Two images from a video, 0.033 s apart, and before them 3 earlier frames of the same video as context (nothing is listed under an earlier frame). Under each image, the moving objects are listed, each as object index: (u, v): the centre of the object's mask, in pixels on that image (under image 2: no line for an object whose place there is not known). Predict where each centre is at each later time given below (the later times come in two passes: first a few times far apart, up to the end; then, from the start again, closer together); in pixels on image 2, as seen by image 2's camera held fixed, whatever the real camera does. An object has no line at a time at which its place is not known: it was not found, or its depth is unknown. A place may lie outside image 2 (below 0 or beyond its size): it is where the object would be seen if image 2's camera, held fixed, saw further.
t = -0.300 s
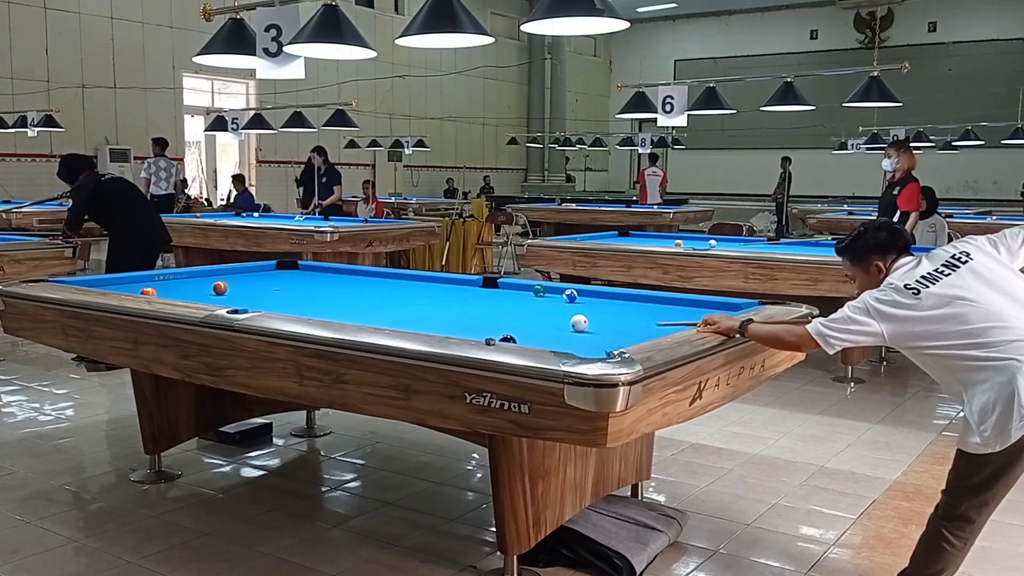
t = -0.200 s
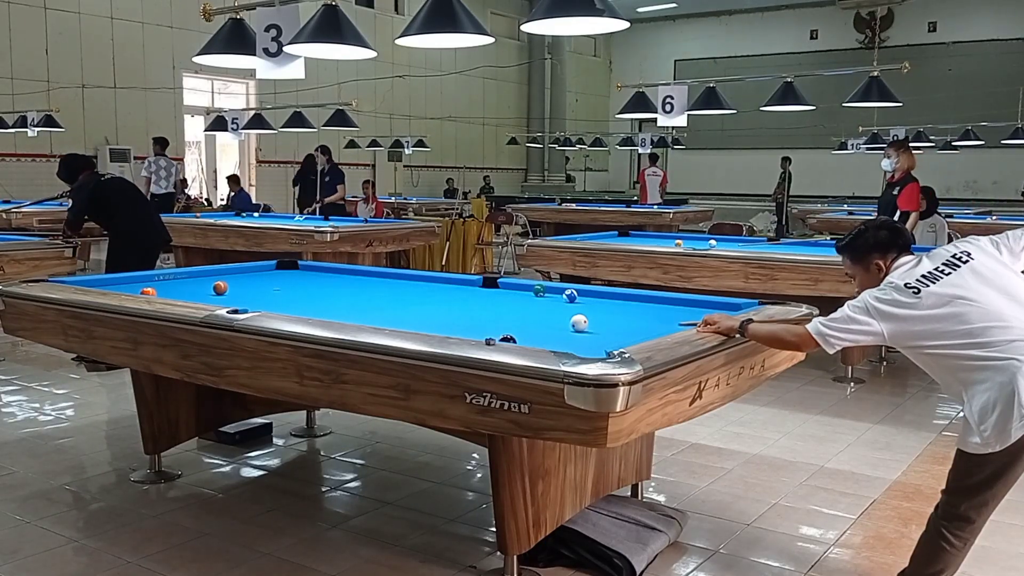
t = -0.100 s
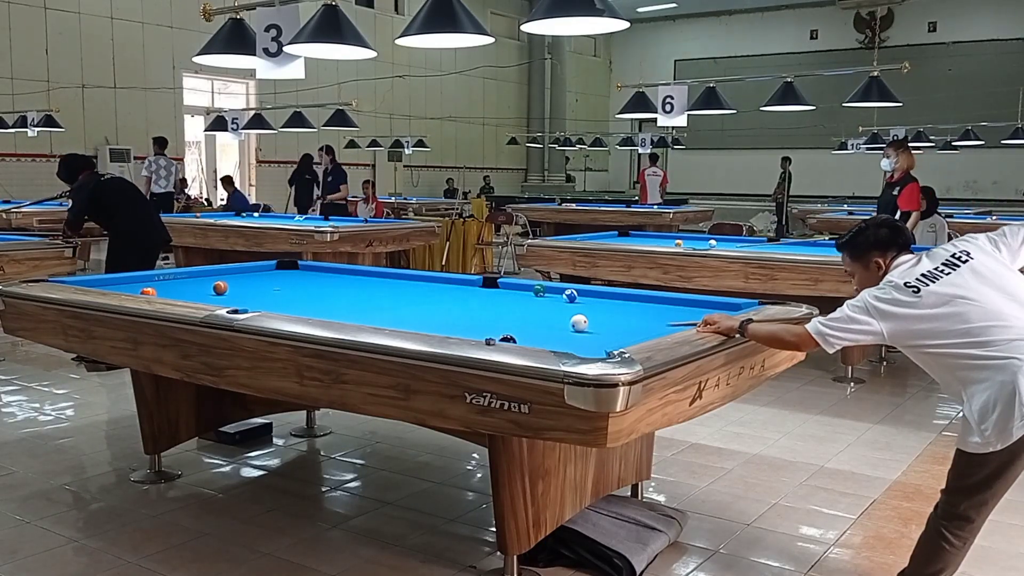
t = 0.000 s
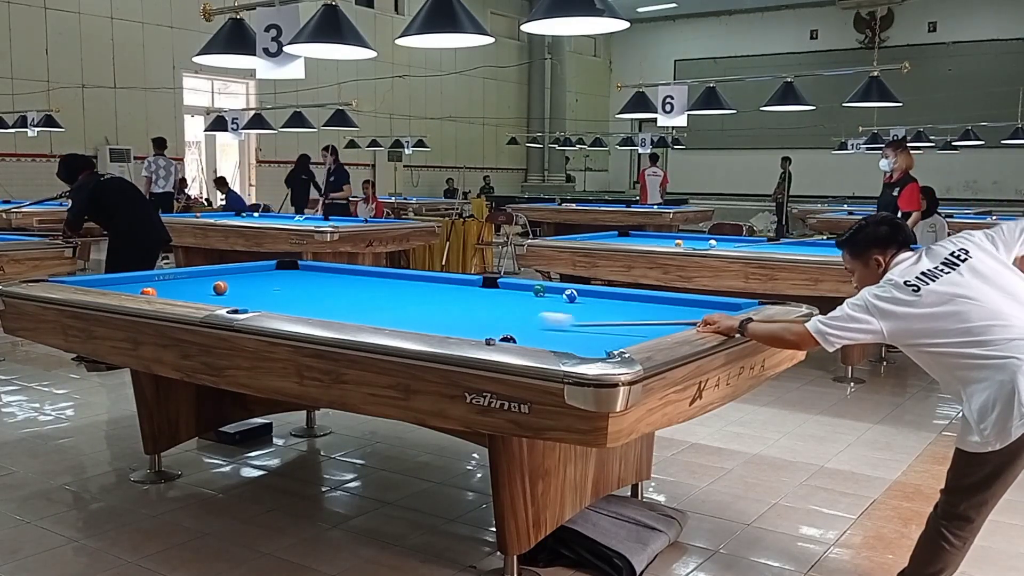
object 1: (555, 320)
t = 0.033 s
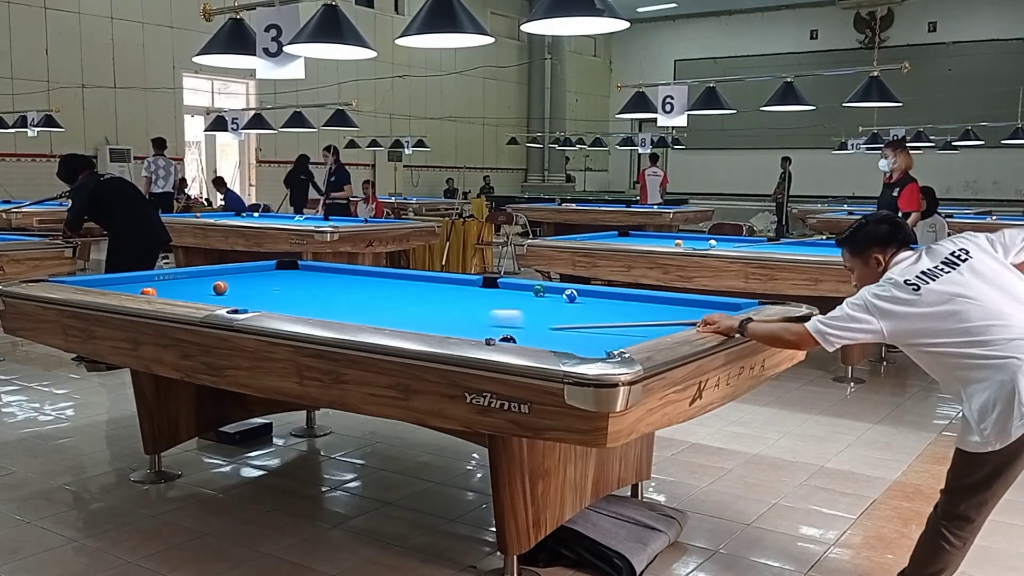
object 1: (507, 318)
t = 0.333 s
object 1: (153, 293)
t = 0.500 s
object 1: (176, 293)
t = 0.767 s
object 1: (218, 289)
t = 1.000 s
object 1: (240, 289)
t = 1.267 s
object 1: (264, 289)
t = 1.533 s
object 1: (286, 289)
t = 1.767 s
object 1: (304, 288)
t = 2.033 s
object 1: (323, 288)
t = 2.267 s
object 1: (339, 288)
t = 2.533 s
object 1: (355, 288)
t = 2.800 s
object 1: (370, 287)
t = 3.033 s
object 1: (382, 287)
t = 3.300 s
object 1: (395, 287)
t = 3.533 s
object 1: (404, 287)
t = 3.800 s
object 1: (414, 286)
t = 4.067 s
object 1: (421, 286)
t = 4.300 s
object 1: (428, 286)
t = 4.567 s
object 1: (433, 286)
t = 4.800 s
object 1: (437, 286)
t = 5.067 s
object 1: (440, 286)
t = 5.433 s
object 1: (445, 285)
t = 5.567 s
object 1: (443, 286)
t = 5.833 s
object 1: (443, 286)
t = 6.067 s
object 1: (443, 286)
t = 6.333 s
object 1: (443, 286)
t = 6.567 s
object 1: (443, 286)
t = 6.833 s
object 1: (443, 286)
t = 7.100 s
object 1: (443, 286)
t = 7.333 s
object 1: (443, 286)
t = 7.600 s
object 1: (443, 286)
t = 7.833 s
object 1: (443, 286)
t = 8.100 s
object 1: (443, 286)
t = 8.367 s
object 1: (443, 286)
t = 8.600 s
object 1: (443, 286)
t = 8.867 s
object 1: (443, 286)
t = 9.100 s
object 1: (443, 286)
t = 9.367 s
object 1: (442, 286)
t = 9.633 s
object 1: (442, 286)
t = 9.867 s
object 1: (442, 286)
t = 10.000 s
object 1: (442, 286)
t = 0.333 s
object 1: (153, 293)
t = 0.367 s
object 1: (152, 293)
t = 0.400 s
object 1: (159, 293)
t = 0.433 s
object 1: (165, 293)
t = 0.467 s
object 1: (171, 293)
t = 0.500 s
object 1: (176, 293)
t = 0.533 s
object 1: (182, 293)
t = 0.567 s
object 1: (188, 292)
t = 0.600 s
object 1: (193, 292)
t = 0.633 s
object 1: (199, 291)
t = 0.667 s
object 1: (204, 291)
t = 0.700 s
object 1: (209, 290)
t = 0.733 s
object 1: (215, 290)
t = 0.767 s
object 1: (218, 289)
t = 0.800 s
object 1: (221, 290)
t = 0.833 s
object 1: (224, 290)
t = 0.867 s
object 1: (227, 290)
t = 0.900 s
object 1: (230, 289)
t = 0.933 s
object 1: (233, 289)
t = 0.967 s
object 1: (237, 289)
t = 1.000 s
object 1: (240, 289)
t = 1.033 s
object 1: (243, 289)
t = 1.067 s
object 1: (246, 289)
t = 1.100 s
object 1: (249, 289)
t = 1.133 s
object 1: (252, 289)
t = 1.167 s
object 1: (255, 289)
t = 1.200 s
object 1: (258, 289)
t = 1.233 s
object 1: (261, 289)
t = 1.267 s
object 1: (264, 289)
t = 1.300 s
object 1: (267, 289)
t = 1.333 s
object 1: (270, 289)
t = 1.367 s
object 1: (272, 289)
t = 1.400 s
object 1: (275, 289)
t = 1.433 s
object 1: (278, 289)
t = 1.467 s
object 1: (281, 289)
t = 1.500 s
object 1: (283, 289)
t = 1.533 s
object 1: (286, 289)
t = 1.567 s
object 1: (289, 289)
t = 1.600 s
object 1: (291, 288)
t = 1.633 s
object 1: (294, 289)
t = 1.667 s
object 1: (297, 289)
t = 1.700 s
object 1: (299, 288)
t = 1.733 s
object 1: (302, 289)
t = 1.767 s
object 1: (304, 288)
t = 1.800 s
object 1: (307, 288)
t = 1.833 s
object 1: (309, 288)
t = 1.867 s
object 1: (311, 288)
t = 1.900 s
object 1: (314, 288)
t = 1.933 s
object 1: (317, 288)
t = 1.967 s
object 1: (319, 288)
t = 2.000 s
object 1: (321, 288)
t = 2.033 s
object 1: (323, 288)
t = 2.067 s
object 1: (326, 288)
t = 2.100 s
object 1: (328, 288)
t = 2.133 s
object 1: (330, 288)
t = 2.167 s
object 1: (333, 288)
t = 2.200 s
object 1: (335, 288)
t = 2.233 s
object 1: (337, 288)
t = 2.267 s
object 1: (339, 288)
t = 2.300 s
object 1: (341, 288)
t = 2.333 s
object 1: (343, 288)
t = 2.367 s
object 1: (345, 288)
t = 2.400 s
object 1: (347, 288)
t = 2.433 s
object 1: (349, 288)
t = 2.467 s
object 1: (351, 288)
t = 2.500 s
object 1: (353, 288)
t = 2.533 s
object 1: (355, 288)
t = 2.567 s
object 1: (357, 287)
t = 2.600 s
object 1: (359, 287)
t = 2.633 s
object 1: (361, 287)
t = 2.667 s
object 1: (363, 287)
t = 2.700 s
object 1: (365, 287)
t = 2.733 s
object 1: (367, 287)
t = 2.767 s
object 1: (369, 287)
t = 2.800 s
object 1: (370, 287)
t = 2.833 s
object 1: (372, 287)
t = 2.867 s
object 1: (374, 287)
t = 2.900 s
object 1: (376, 287)
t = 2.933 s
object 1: (377, 287)
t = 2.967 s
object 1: (379, 287)
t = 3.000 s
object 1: (381, 287)
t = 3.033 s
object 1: (382, 287)
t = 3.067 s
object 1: (384, 287)
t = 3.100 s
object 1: (386, 287)
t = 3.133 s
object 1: (387, 287)
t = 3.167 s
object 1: (389, 287)
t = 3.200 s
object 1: (390, 287)
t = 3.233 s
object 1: (392, 287)
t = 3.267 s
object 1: (393, 287)
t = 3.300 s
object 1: (395, 287)
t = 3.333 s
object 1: (396, 287)
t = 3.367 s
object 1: (397, 287)
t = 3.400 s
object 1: (399, 287)
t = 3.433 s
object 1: (400, 287)
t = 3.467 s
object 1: (401, 287)
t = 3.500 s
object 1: (403, 287)
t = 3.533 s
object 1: (404, 287)
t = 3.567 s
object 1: (405, 287)
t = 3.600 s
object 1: (406, 287)
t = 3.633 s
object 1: (408, 287)
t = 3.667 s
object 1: (409, 287)
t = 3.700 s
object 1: (410, 287)
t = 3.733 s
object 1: (411, 287)
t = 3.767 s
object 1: (412, 286)
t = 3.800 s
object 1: (414, 286)
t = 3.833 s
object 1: (415, 287)
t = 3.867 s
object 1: (416, 286)
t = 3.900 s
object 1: (417, 286)
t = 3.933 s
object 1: (418, 286)
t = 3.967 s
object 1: (419, 286)
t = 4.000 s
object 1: (420, 286)
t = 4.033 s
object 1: (421, 286)
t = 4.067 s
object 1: (421, 286)
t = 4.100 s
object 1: (422, 286)
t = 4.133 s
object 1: (423, 286)
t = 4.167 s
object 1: (424, 286)
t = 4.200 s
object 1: (425, 286)
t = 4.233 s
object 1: (426, 286)
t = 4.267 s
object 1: (427, 286)
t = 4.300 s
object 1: (428, 286)
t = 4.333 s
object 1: (428, 286)
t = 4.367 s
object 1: (429, 286)
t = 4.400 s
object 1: (430, 286)
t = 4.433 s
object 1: (431, 286)
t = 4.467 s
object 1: (431, 286)
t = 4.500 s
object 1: (432, 286)
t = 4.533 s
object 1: (433, 286)
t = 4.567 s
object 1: (433, 286)
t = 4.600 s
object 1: (434, 286)
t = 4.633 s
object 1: (435, 286)
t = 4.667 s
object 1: (435, 286)
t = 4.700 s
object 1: (436, 286)
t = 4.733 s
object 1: (436, 286)
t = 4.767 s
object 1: (437, 286)
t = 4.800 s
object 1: (437, 286)
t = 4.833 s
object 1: (438, 286)
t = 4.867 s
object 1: (438, 286)
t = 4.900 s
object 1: (439, 286)
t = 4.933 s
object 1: (439, 286)
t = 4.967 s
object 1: (435, 285)
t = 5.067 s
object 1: (440, 286)
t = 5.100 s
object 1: (441, 286)
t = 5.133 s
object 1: (437, 285)
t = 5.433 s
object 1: (445, 285)
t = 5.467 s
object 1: (443, 286)
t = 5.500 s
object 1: (443, 286)
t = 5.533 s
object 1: (443, 286)
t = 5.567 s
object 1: (443, 286)
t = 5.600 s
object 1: (443, 286)
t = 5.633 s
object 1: (443, 286)
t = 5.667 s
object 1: (443, 286)
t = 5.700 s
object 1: (443, 286)
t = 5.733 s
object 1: (443, 286)
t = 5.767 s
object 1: (443, 286)
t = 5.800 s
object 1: (443, 286)
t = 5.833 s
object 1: (443, 286)
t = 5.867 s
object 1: (443, 286)
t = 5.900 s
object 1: (443, 286)
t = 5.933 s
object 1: (443, 286)
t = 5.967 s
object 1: (443, 286)
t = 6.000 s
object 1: (443, 286)
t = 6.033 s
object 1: (443, 286)
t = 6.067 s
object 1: (443, 286)
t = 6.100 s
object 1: (443, 286)
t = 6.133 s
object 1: (443, 286)
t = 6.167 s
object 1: (443, 286)
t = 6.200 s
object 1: (443, 286)
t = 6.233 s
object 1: (443, 286)
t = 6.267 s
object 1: (443, 286)
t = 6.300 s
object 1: (443, 286)
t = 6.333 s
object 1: (443, 286)
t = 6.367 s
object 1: (443, 286)
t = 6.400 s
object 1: (443, 286)
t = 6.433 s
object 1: (443, 286)
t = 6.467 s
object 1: (443, 286)
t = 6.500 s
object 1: (443, 286)
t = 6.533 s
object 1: (443, 286)
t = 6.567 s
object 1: (443, 286)
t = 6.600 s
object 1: (443, 286)
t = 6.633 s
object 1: (443, 286)
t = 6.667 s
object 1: (443, 286)
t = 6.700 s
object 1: (443, 286)
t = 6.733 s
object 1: (443, 286)
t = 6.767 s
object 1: (443, 286)
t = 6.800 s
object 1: (443, 286)
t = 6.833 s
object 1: (443, 286)
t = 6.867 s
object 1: (443, 286)
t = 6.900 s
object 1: (443, 286)
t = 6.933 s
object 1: (443, 286)
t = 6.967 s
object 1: (443, 286)
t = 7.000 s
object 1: (443, 286)
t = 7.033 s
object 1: (443, 286)
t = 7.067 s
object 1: (443, 286)
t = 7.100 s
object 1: (443, 286)
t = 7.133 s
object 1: (443, 286)
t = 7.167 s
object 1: (443, 286)
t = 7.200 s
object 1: (443, 286)
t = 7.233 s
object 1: (443, 286)
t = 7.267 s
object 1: (443, 286)
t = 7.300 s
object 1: (443, 286)
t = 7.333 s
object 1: (443, 286)
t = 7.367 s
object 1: (443, 286)
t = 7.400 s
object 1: (443, 286)
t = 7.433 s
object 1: (443, 286)
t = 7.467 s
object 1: (443, 286)
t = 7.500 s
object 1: (443, 286)
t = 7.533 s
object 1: (443, 286)
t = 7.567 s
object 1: (443, 286)
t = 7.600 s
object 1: (443, 286)
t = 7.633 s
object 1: (443, 286)
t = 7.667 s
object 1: (443, 286)
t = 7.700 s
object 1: (443, 286)
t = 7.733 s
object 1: (443, 286)
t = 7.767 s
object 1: (443, 286)
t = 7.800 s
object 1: (443, 286)
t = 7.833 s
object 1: (443, 286)
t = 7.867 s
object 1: (443, 286)
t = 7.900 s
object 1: (443, 286)
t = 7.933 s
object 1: (443, 286)
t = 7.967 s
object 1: (443, 286)
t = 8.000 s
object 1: (443, 286)
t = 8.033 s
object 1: (443, 286)
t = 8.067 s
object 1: (443, 286)
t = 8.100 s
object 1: (443, 286)
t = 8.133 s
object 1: (443, 286)
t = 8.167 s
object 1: (443, 286)
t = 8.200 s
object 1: (443, 286)
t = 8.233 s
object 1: (443, 286)
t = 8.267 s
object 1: (443, 286)
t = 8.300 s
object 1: (443, 286)
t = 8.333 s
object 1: (443, 286)
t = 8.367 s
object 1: (443, 286)
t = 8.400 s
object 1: (443, 286)
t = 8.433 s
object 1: (443, 286)
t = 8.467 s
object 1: (443, 286)
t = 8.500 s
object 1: (443, 286)
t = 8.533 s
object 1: (443, 286)
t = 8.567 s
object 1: (443, 286)
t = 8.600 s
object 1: (443, 286)
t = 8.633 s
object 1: (443, 286)
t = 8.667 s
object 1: (443, 286)
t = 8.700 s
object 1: (443, 286)
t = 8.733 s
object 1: (443, 286)
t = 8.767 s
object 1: (443, 286)
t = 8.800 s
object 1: (443, 286)
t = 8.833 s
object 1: (443, 286)
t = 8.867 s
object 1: (443, 286)
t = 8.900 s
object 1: (443, 286)
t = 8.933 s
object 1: (443, 286)
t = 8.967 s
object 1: (443, 286)
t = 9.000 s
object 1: (443, 286)
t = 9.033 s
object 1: (443, 286)
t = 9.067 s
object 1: (443, 286)
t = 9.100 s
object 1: (443, 286)
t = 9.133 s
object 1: (443, 286)
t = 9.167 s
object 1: (443, 286)
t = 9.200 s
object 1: (443, 286)
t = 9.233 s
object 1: (443, 286)
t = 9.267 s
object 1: (442, 286)
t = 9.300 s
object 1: (442, 286)
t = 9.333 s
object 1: (443, 286)
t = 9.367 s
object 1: (442, 286)
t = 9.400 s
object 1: (442, 286)
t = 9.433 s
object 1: (442, 286)
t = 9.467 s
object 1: (443, 285)
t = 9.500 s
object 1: (442, 286)
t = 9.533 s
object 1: (442, 286)
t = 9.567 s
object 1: (442, 286)
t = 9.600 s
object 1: (442, 286)
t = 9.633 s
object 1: (442, 286)
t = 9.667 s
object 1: (442, 286)
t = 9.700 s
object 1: (442, 286)
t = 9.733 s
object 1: (442, 286)
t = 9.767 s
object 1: (442, 286)
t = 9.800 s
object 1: (442, 286)
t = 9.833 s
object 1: (442, 286)
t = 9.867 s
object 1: (442, 286)
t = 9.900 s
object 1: (442, 286)
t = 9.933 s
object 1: (442, 286)
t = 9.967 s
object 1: (442, 286)
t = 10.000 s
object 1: (442, 286)
